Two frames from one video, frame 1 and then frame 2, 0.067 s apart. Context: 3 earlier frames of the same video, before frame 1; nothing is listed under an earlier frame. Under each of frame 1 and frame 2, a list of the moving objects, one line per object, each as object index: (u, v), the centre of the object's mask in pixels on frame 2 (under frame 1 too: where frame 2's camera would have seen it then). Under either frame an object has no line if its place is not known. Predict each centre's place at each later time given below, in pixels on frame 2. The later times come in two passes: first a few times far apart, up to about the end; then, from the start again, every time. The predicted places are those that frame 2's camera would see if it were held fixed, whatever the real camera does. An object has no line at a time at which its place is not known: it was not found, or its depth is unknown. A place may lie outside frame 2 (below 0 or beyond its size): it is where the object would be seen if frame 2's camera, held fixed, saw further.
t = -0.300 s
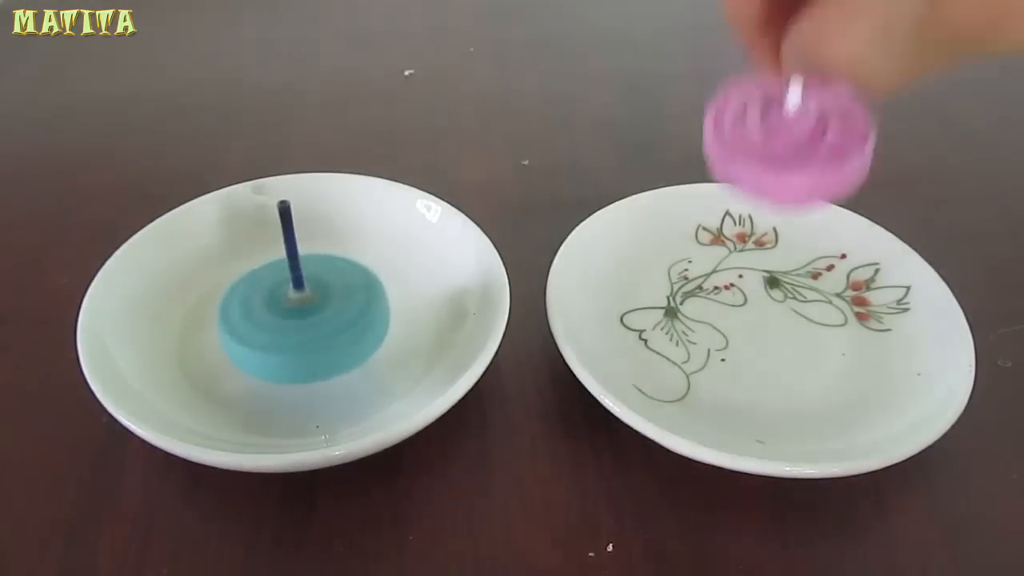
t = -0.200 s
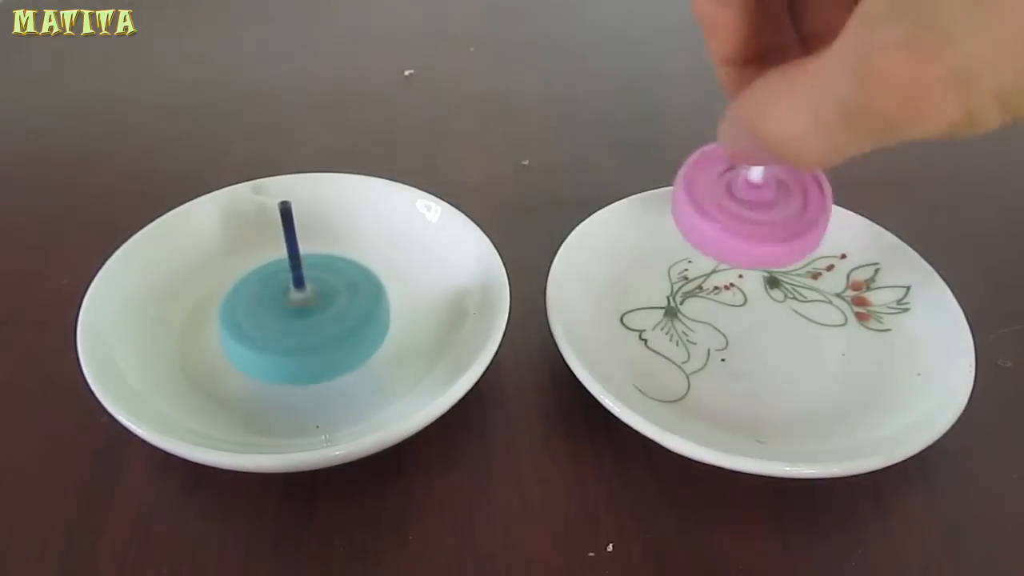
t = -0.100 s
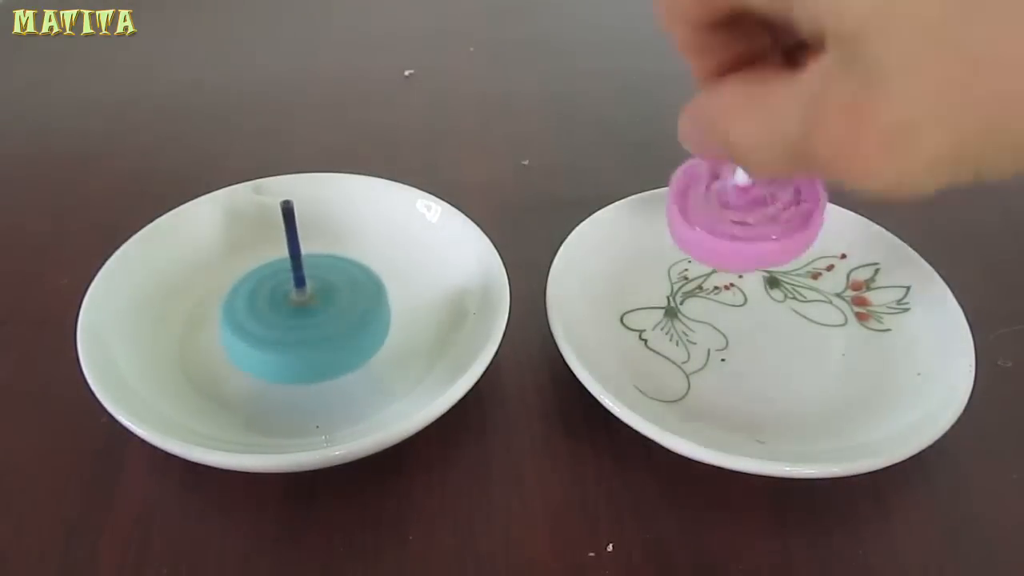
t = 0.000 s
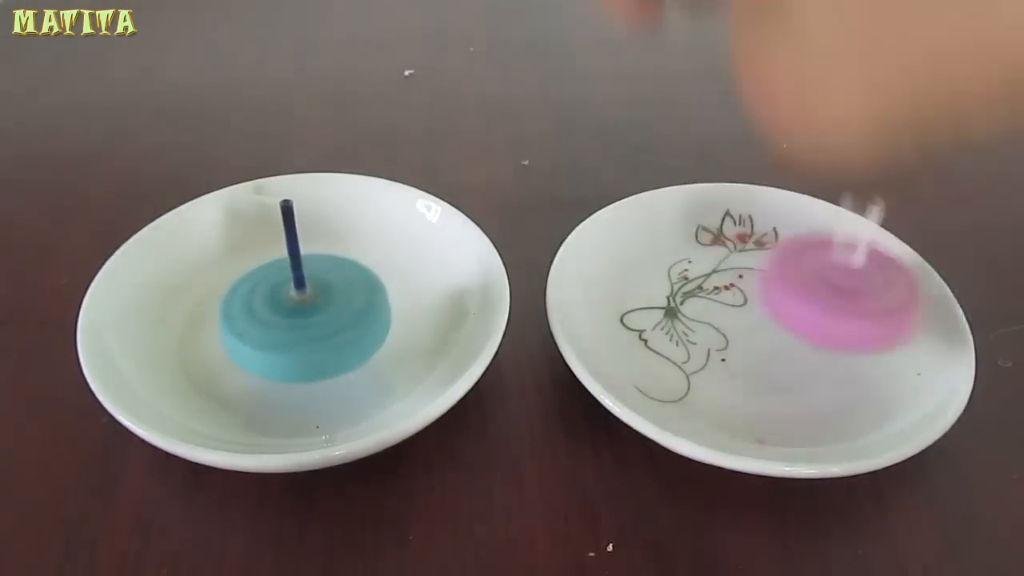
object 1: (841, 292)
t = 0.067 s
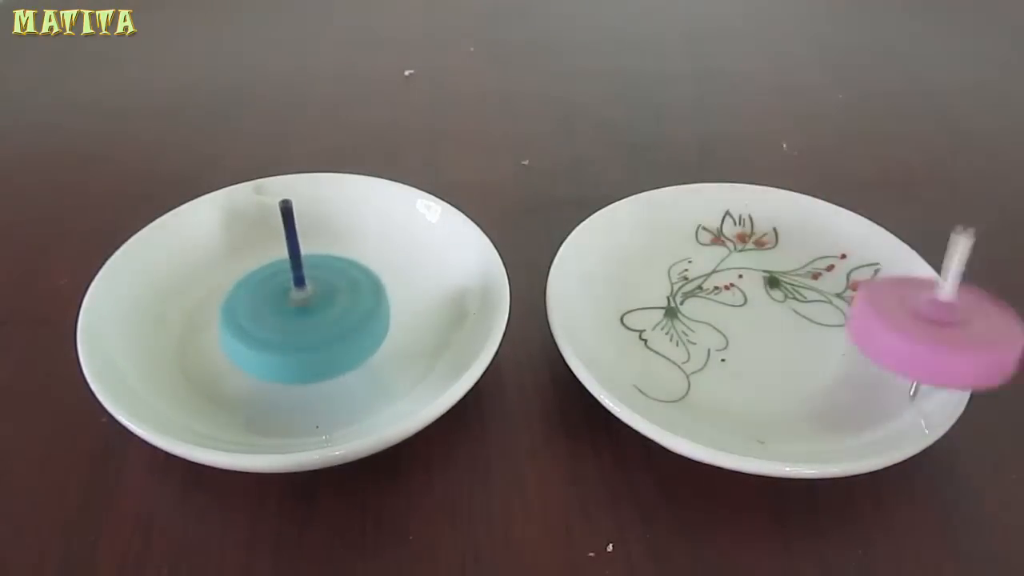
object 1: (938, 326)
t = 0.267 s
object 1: (873, 361)
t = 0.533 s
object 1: (904, 338)
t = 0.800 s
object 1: (876, 344)
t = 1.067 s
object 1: (913, 339)
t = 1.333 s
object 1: (876, 345)
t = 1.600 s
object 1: (908, 335)
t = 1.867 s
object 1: (881, 348)
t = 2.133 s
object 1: (898, 334)
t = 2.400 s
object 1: (891, 348)
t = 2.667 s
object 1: (886, 333)
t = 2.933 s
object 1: (905, 341)
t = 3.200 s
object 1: (884, 344)
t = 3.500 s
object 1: (894, 332)
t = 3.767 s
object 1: (901, 347)
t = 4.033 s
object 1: (880, 346)
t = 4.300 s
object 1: (892, 333)
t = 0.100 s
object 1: (915, 328)
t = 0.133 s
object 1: (878, 320)
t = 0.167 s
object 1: (862, 333)
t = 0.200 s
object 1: (862, 352)
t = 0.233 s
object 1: (869, 361)
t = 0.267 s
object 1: (873, 361)
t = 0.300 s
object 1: (872, 359)
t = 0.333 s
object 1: (877, 360)
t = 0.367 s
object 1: (888, 361)
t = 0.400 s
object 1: (899, 359)
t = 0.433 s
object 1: (906, 350)
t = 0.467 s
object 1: (908, 344)
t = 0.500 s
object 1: (905, 340)
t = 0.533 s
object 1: (904, 338)
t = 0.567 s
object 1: (901, 337)
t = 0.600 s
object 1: (894, 336)
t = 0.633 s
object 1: (885, 335)
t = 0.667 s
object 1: (877, 337)
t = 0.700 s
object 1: (874, 339)
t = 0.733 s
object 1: (873, 341)
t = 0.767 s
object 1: (874, 343)
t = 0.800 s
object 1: (876, 344)
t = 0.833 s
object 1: (880, 345)
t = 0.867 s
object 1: (887, 347)
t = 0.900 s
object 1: (898, 348)
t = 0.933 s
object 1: (907, 346)
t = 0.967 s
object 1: (910, 345)
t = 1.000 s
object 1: (913, 343)
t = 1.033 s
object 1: (915, 340)
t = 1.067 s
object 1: (913, 339)
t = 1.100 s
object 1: (906, 342)
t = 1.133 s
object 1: (901, 336)
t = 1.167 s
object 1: (891, 334)
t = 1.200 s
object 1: (884, 339)
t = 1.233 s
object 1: (878, 338)
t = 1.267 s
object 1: (876, 341)
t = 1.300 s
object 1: (875, 344)
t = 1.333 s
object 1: (876, 345)
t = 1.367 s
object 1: (879, 347)
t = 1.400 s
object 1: (885, 348)
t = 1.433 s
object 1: (891, 347)
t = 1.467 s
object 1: (898, 346)
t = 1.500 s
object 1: (906, 344)
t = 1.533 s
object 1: (909, 341)
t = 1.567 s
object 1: (910, 338)
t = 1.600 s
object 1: (908, 335)
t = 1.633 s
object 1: (904, 334)
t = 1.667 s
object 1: (898, 334)
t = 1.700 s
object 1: (892, 334)
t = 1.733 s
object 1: (883, 337)
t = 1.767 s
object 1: (878, 340)
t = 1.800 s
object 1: (877, 344)
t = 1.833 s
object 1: (878, 346)
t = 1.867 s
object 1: (881, 348)
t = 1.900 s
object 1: (886, 349)
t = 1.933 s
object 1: (892, 348)
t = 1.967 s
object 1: (897, 347)
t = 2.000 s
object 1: (903, 343)
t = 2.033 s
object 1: (905, 340)
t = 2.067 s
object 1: (904, 342)
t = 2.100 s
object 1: (902, 340)
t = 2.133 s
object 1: (898, 334)
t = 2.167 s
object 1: (892, 333)
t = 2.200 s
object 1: (887, 335)
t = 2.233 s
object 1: (883, 338)
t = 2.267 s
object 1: (881, 341)
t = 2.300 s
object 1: (880, 344)
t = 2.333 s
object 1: (882, 347)
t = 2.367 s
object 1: (886, 348)
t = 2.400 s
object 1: (891, 348)
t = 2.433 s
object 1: (897, 346)
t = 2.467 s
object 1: (901, 343)
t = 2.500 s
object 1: (903, 340)
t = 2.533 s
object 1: (903, 337)
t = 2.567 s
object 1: (902, 333)
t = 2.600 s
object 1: (897, 332)
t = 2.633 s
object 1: (892, 331)
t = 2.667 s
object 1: (886, 333)
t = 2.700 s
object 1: (882, 336)
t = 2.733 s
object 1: (880, 340)
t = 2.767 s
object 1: (881, 343)
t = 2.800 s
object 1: (885, 346)
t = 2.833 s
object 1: (889, 348)
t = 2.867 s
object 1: (895, 348)
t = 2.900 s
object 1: (902, 345)
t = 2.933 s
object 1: (905, 341)
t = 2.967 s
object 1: (906, 337)
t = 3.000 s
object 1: (905, 334)
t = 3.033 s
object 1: (901, 331)
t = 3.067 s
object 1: (896, 331)
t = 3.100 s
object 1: (890, 334)
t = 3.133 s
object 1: (885, 334)
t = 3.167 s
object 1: (883, 339)
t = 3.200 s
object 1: (884, 344)
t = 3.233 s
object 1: (886, 346)
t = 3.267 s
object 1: (891, 348)
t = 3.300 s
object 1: (896, 349)
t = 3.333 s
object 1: (902, 347)
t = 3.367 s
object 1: (906, 343)
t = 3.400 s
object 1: (907, 339)
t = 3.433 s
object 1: (903, 340)
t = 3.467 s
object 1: (899, 338)
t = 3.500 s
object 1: (894, 332)
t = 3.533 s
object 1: (888, 334)
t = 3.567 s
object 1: (884, 338)
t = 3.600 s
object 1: (883, 342)
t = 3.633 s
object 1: (883, 346)
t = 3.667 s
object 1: (886, 349)
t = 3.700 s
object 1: (891, 350)
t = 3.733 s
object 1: (896, 350)
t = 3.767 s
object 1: (901, 347)
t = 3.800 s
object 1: (904, 342)
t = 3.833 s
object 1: (902, 342)
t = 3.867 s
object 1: (900, 340)
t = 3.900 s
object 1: (896, 332)
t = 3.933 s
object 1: (888, 333)
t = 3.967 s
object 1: (883, 337)
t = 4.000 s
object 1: (880, 341)
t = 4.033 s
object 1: (880, 346)
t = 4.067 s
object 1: (883, 349)
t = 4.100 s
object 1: (888, 349)
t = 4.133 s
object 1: (894, 352)
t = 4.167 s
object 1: (900, 347)
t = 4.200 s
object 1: (904, 345)
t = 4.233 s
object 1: (900, 343)
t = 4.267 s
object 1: (899, 336)
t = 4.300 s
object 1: (892, 333)
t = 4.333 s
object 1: (887, 333)
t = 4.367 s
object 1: (882, 336)
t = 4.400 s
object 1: (879, 341)
